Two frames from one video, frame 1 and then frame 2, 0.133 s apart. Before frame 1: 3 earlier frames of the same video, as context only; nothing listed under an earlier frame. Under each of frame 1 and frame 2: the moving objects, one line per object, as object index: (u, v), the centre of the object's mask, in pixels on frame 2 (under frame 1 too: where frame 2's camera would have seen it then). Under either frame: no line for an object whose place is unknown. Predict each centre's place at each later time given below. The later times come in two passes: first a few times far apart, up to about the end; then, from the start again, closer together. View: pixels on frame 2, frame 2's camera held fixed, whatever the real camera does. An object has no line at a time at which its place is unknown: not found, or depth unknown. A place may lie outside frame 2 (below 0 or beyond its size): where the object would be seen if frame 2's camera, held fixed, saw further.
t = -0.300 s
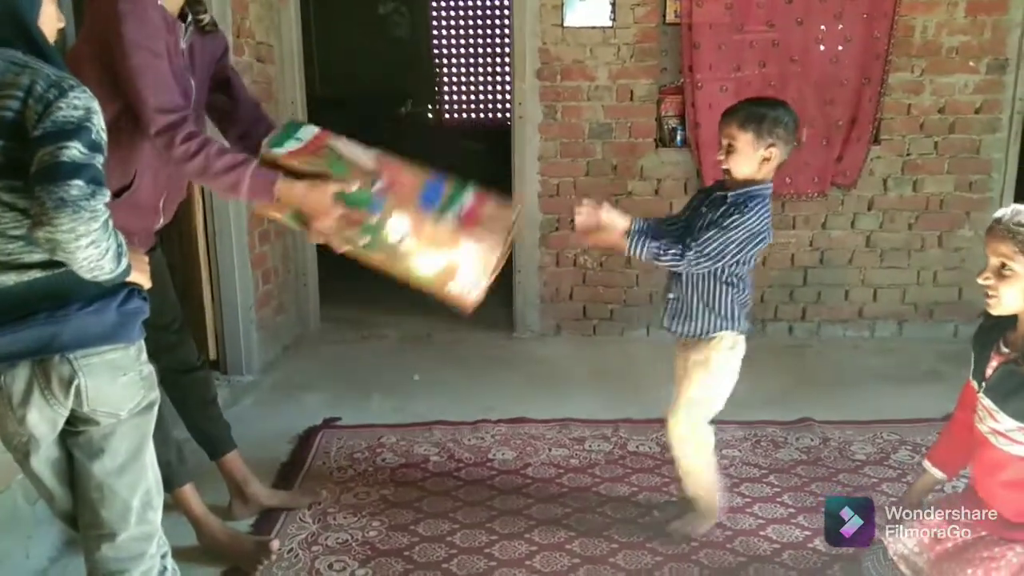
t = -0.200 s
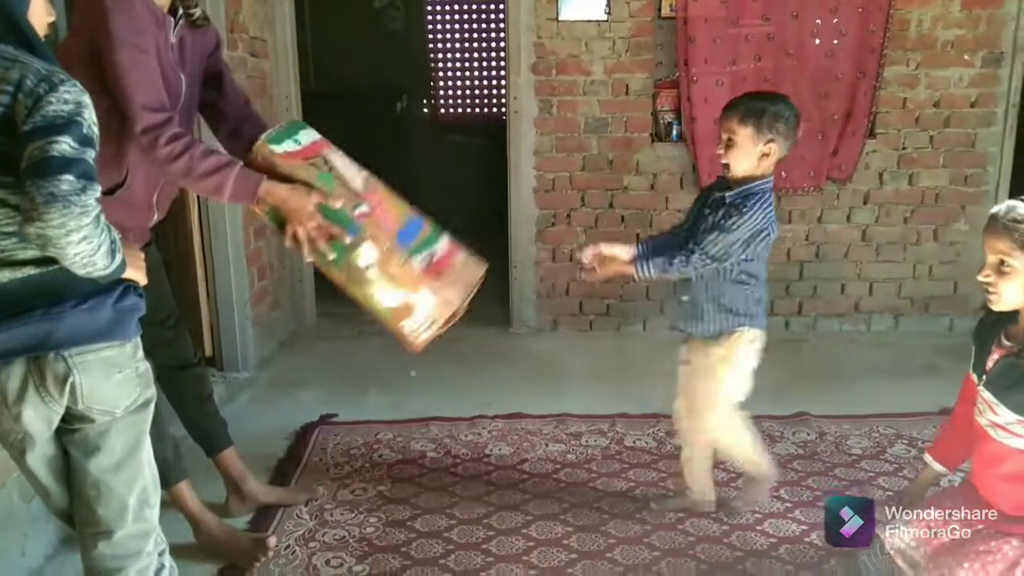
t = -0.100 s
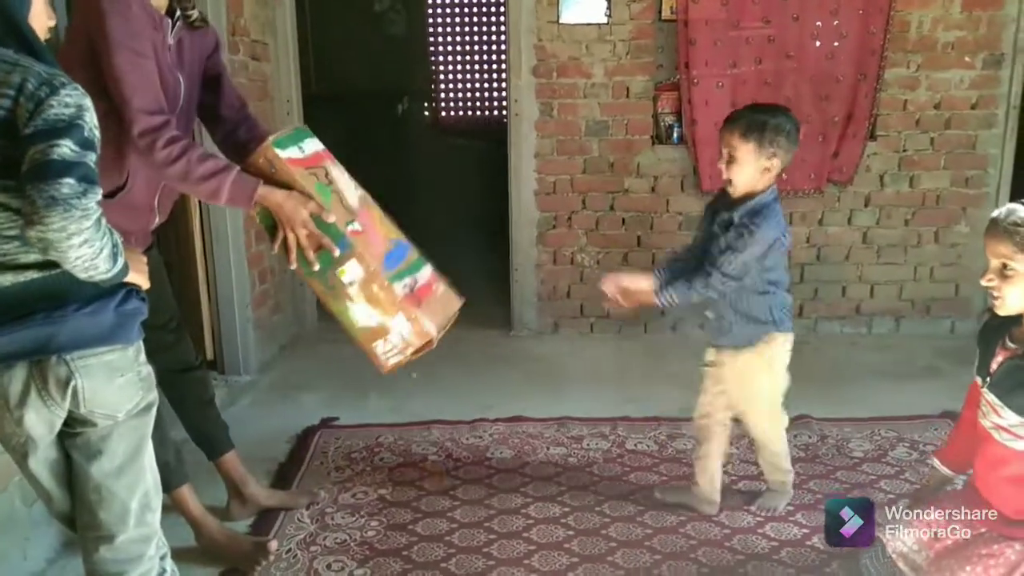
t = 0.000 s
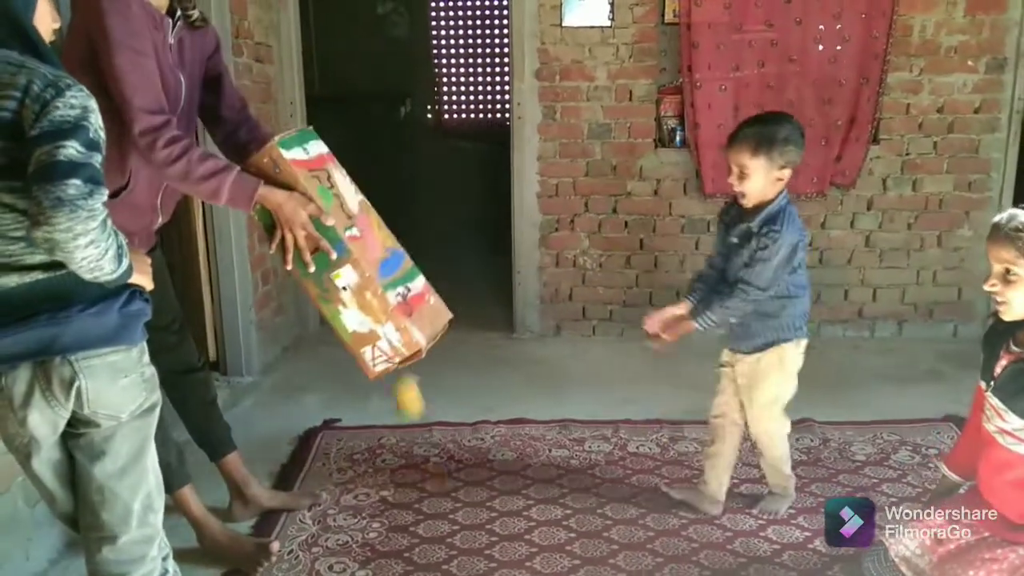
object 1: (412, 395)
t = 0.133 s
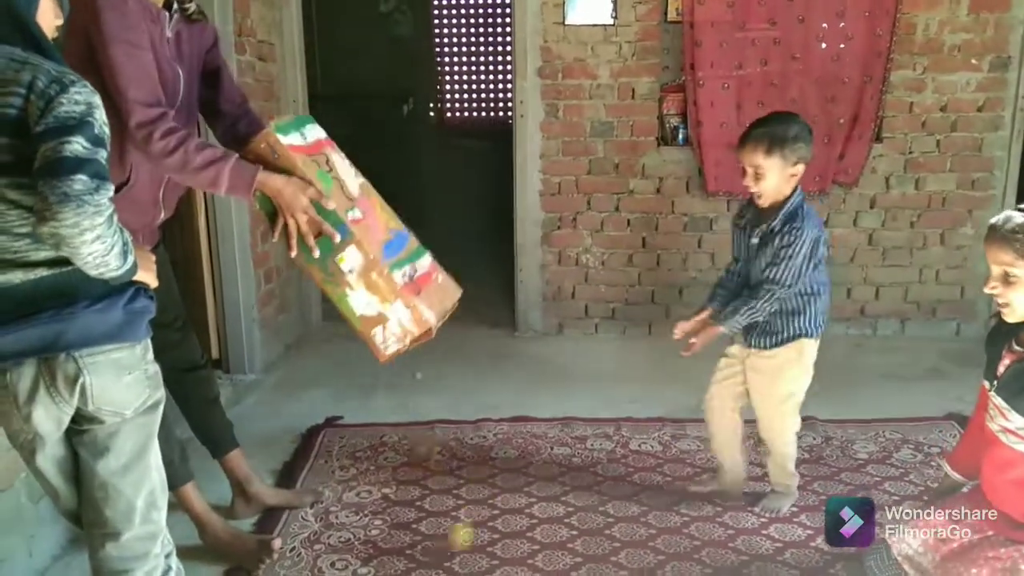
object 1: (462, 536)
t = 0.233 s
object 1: (492, 471)
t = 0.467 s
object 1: (582, 467)
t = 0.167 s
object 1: (473, 512)
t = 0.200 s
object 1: (481, 489)
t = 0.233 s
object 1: (492, 471)
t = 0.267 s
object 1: (503, 456)
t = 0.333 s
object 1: (525, 438)
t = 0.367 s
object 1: (545, 432)
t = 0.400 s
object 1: (559, 432)
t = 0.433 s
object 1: (567, 433)
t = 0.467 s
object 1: (582, 467)
